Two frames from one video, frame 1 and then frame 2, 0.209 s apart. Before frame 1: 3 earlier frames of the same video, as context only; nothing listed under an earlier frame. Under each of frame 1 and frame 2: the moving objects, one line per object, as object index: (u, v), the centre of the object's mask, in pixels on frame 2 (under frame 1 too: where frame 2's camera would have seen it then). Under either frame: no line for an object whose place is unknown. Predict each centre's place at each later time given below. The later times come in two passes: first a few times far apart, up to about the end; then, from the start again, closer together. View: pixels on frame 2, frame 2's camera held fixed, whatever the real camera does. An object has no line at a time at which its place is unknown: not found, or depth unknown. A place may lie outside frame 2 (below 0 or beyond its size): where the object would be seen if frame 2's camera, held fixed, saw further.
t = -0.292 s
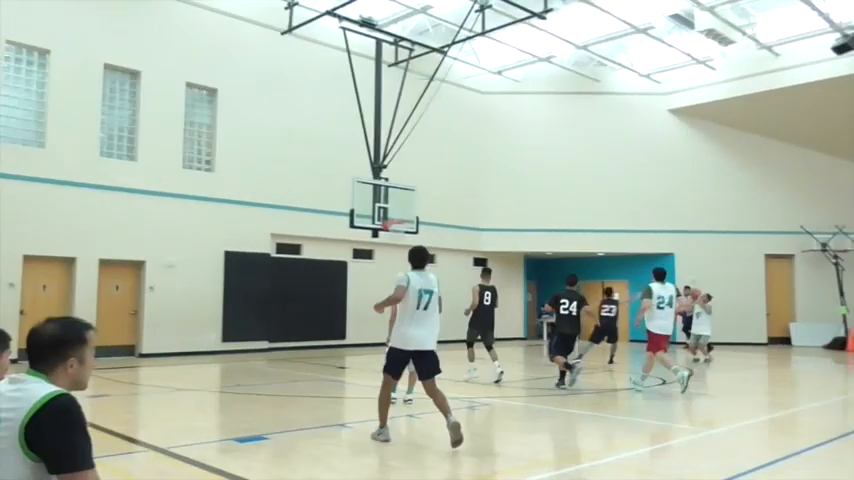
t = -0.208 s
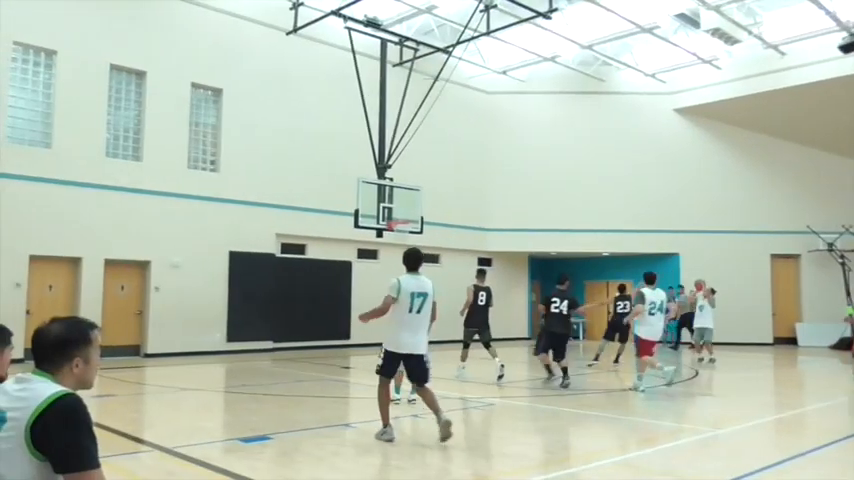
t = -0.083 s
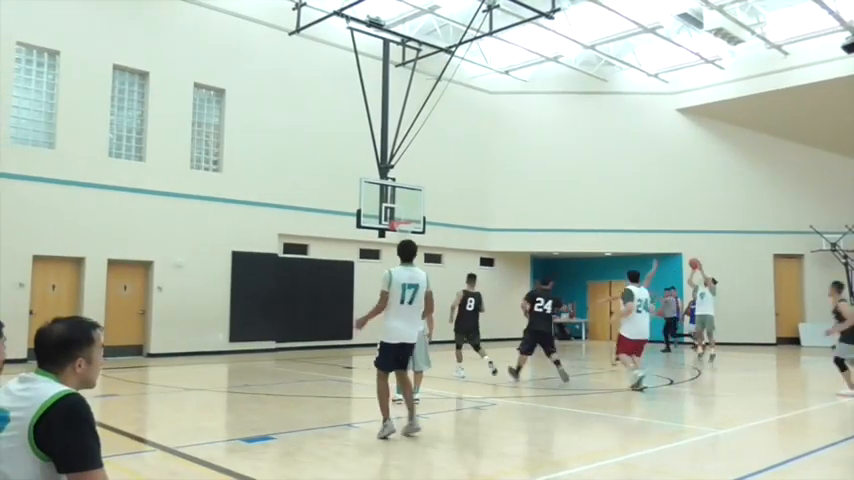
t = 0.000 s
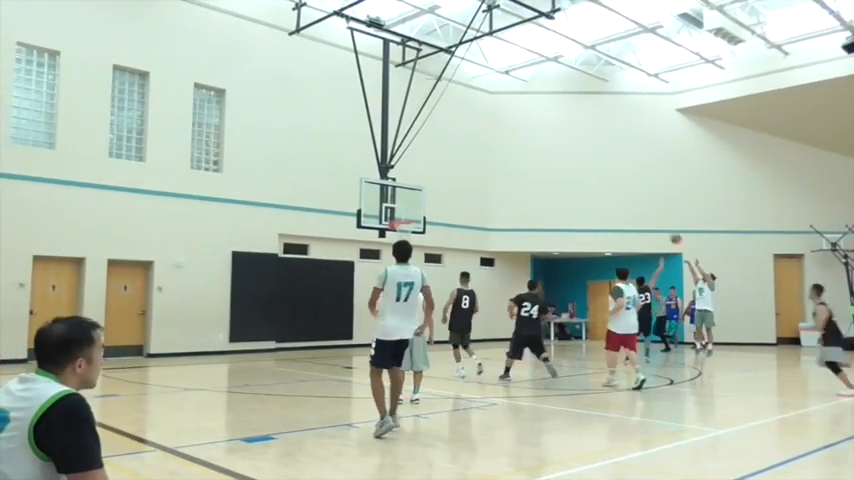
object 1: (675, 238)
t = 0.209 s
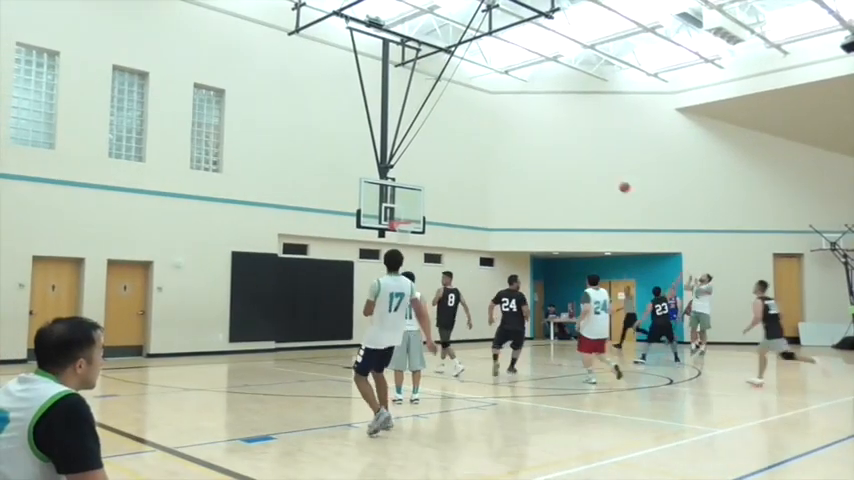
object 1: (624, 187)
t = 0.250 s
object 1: (616, 181)
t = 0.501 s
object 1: (559, 152)
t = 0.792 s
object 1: (492, 153)
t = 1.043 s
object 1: (436, 184)
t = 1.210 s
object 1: (400, 216)
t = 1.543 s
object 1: (361, 222)
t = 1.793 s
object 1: (329, 263)
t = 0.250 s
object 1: (616, 181)
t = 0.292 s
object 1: (605, 173)
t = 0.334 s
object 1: (597, 168)
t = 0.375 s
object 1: (586, 162)
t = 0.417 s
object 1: (578, 158)
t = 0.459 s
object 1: (567, 154)
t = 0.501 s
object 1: (559, 152)
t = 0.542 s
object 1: (547, 149)
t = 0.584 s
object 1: (540, 148)
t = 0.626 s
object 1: (529, 148)
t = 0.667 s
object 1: (521, 148)
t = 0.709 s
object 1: (511, 148)
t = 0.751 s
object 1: (503, 150)
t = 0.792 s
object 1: (492, 153)
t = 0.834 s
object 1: (485, 155)
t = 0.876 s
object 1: (473, 160)
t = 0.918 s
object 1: (466, 164)
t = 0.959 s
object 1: (455, 170)
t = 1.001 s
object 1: (447, 175)
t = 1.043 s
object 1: (436, 184)
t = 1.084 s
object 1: (428, 190)
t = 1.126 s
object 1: (418, 199)
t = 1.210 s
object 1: (400, 216)
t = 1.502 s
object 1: (368, 216)
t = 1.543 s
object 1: (361, 222)
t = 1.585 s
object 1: (357, 224)
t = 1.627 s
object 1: (351, 230)
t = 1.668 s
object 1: (347, 235)
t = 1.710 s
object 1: (340, 245)
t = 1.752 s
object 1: (335, 251)
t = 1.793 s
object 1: (329, 263)
